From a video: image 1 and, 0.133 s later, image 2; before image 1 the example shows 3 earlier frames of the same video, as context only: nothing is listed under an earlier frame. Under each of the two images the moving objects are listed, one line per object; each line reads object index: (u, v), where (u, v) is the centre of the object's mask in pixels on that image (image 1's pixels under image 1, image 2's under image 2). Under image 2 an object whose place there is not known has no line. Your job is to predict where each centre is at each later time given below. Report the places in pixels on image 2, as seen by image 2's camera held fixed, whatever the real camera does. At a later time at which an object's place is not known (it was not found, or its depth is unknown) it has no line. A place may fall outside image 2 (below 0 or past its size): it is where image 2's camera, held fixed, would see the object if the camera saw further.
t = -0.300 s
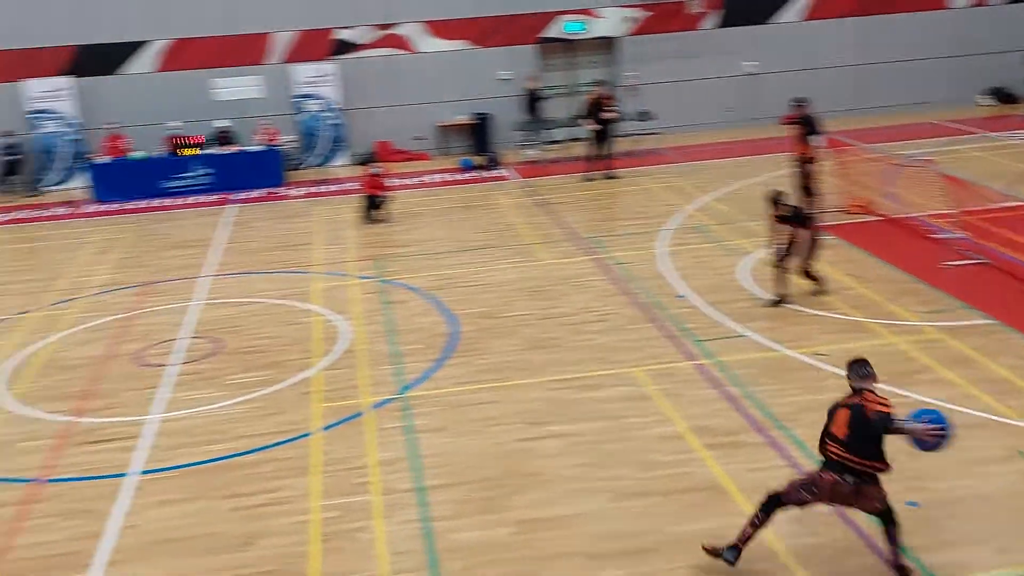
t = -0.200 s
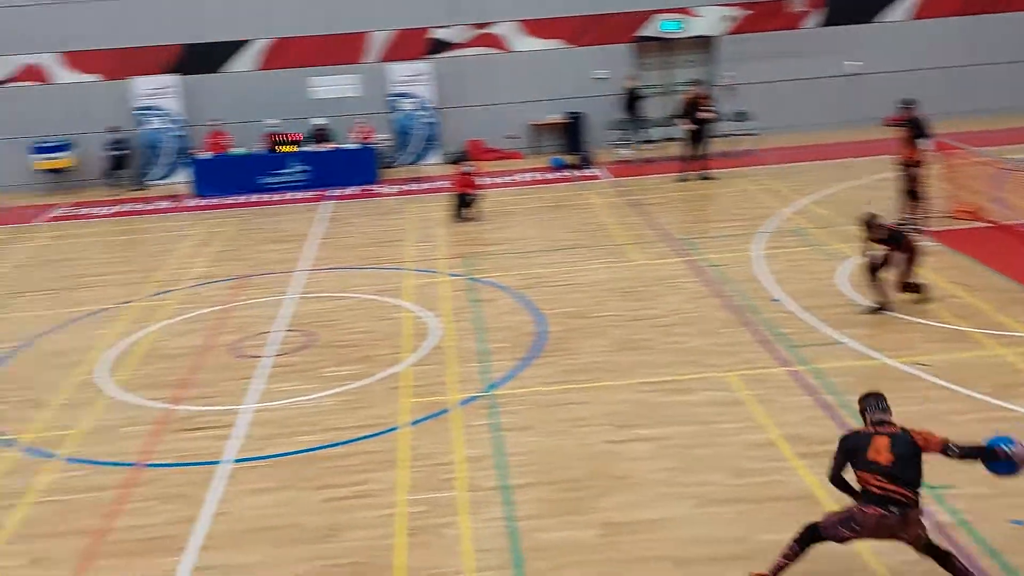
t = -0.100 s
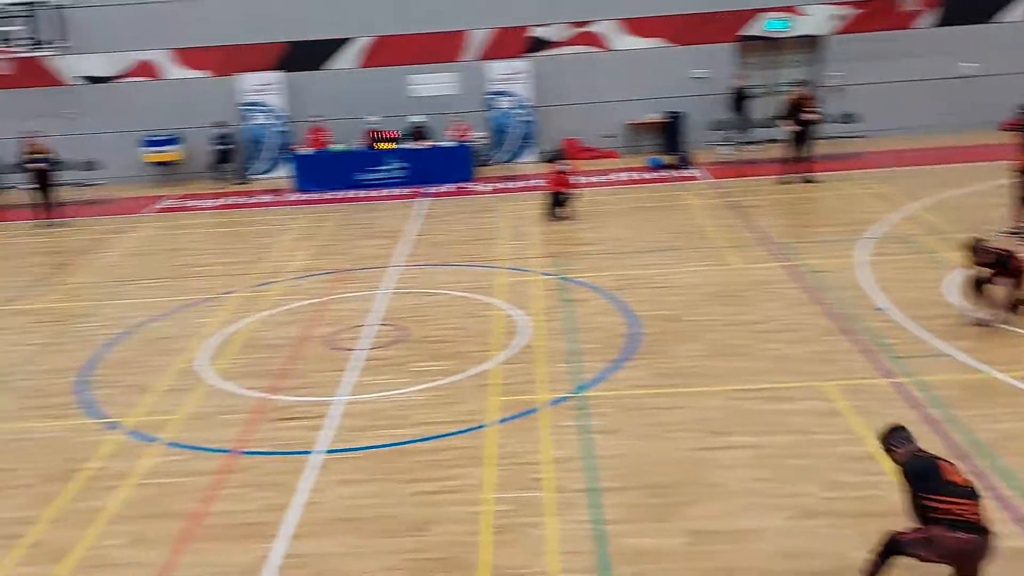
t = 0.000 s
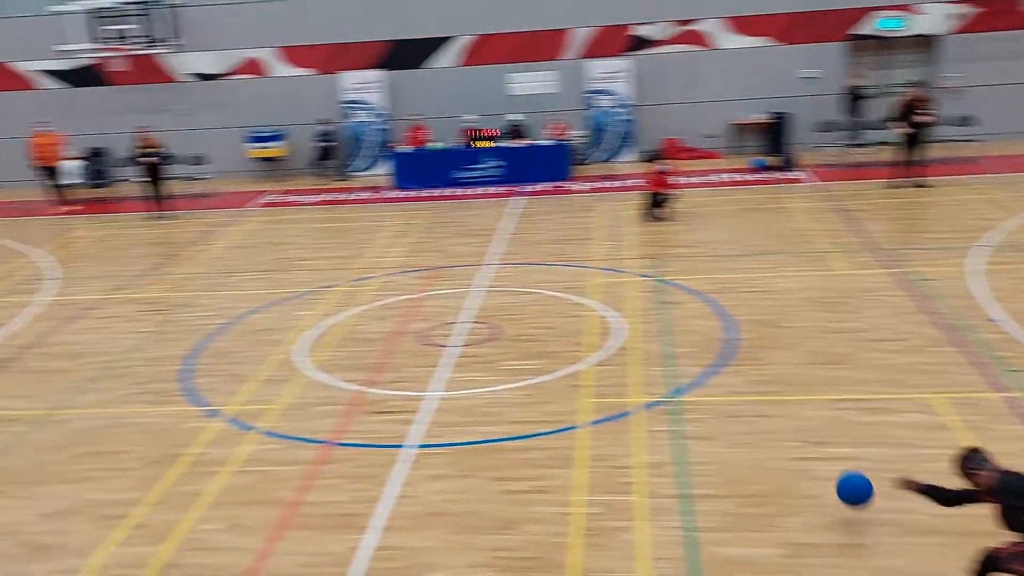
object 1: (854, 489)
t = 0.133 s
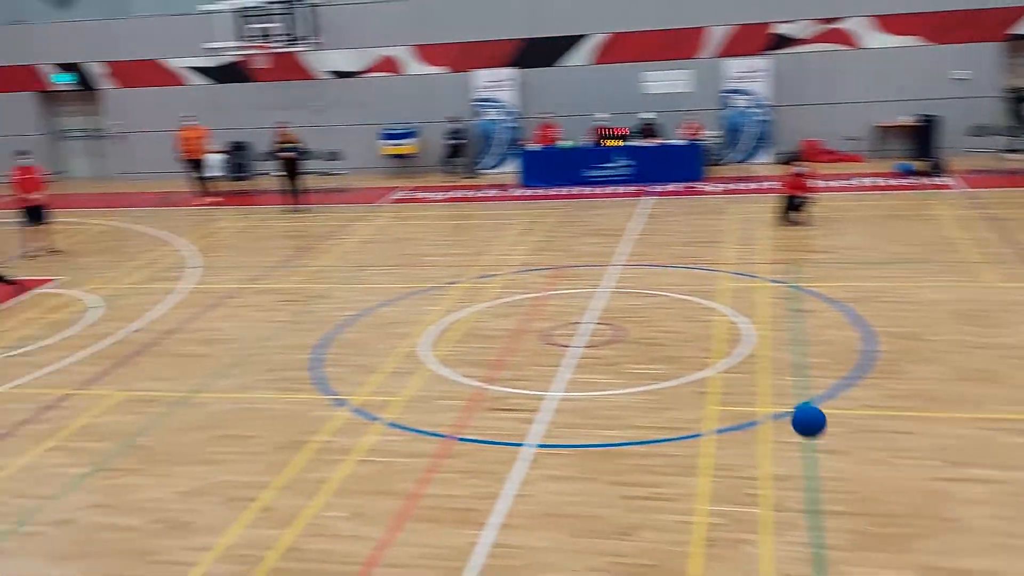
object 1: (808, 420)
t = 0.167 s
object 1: (767, 404)
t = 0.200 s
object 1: (728, 390)
